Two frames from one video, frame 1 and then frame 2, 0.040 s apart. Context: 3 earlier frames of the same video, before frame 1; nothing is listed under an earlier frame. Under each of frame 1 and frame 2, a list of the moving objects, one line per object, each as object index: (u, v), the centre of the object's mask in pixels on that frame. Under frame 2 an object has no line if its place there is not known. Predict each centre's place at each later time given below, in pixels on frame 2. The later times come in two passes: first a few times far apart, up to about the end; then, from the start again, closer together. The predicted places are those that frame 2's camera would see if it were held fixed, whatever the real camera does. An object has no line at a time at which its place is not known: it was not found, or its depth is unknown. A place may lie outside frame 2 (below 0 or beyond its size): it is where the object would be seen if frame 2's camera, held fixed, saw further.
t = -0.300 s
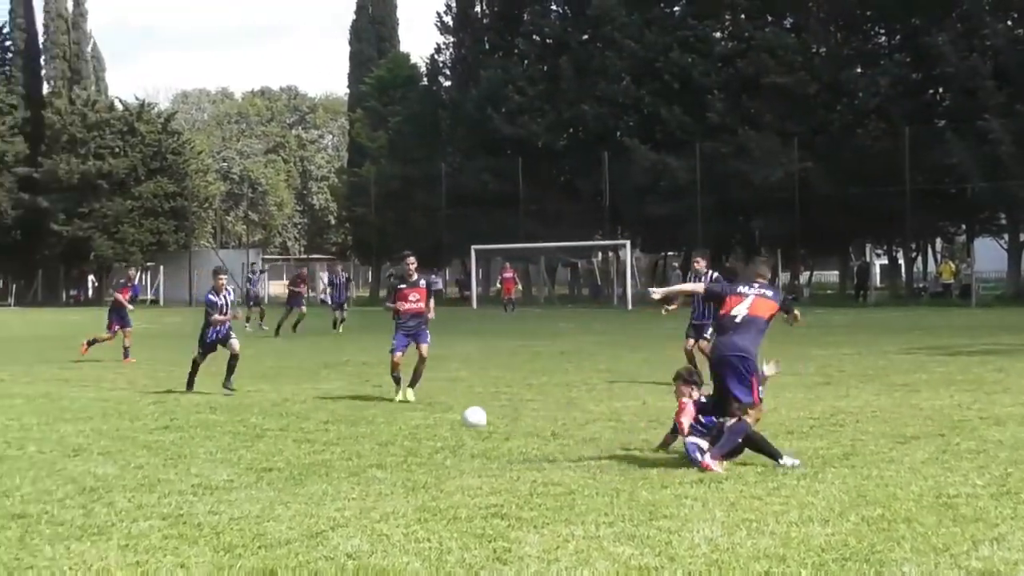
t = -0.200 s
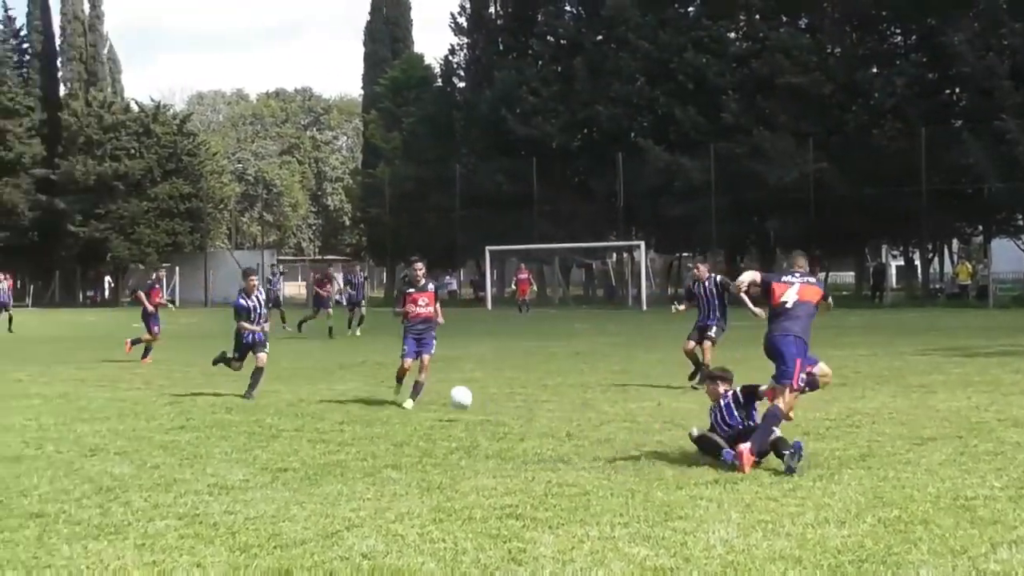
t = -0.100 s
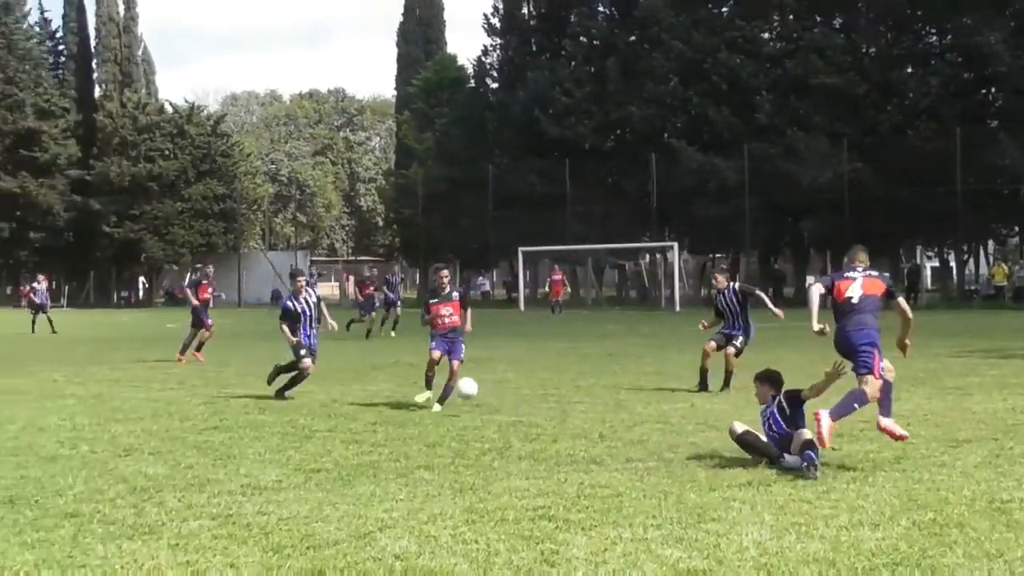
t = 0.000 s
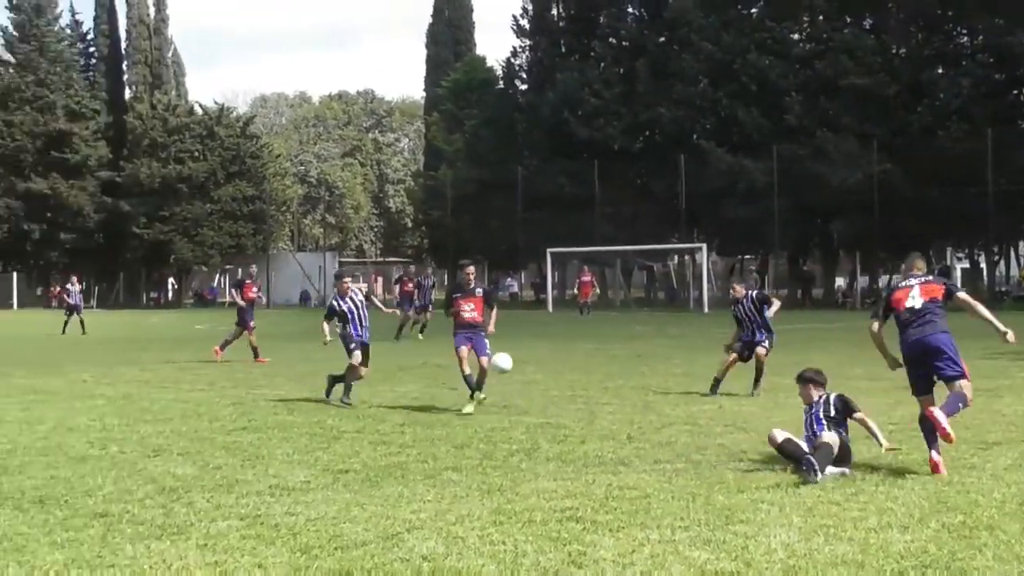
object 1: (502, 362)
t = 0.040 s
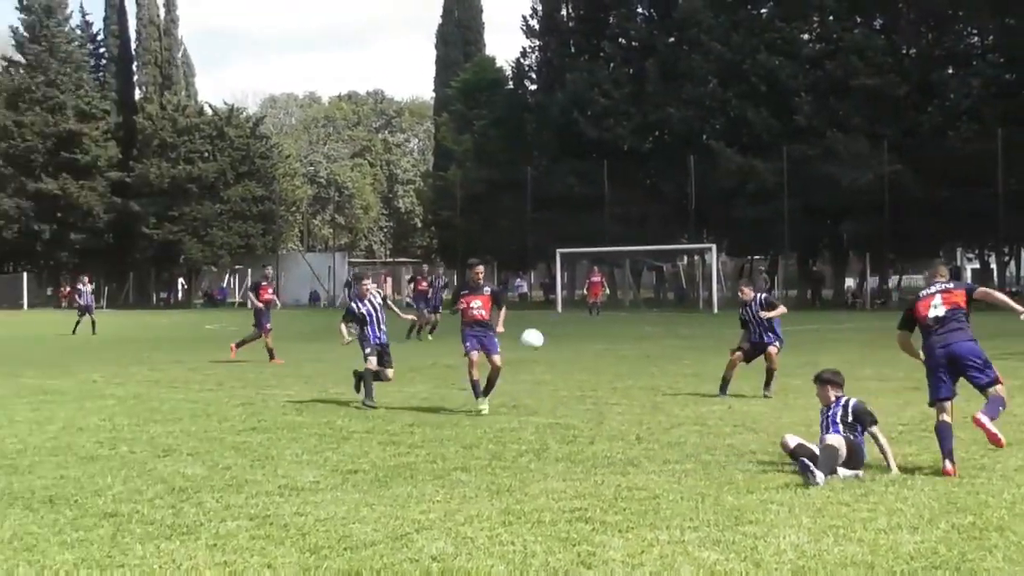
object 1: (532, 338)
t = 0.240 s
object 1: (642, 238)
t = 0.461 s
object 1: (770, 167)
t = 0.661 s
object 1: (897, 136)
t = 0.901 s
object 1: (1064, 156)
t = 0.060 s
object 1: (542, 327)
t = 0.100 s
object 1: (564, 305)
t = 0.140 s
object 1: (585, 285)
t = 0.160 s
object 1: (597, 275)
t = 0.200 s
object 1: (619, 256)
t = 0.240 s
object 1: (642, 238)
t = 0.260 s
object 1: (653, 230)
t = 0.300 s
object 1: (676, 215)
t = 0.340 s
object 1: (698, 201)
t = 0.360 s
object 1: (710, 194)
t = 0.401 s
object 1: (733, 182)
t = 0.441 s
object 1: (757, 172)
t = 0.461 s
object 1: (770, 167)
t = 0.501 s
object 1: (795, 158)
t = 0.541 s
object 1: (819, 150)
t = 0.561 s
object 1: (832, 146)
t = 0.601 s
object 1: (857, 141)
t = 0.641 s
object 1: (884, 137)
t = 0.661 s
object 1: (897, 136)
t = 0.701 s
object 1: (923, 134)
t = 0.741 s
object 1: (949, 135)
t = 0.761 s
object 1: (964, 136)
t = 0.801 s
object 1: (991, 139)
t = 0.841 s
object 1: (1020, 144)
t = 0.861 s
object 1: (1034, 148)
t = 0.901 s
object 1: (1064, 156)
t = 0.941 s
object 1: (1094, 166)
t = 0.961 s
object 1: (1109, 172)
